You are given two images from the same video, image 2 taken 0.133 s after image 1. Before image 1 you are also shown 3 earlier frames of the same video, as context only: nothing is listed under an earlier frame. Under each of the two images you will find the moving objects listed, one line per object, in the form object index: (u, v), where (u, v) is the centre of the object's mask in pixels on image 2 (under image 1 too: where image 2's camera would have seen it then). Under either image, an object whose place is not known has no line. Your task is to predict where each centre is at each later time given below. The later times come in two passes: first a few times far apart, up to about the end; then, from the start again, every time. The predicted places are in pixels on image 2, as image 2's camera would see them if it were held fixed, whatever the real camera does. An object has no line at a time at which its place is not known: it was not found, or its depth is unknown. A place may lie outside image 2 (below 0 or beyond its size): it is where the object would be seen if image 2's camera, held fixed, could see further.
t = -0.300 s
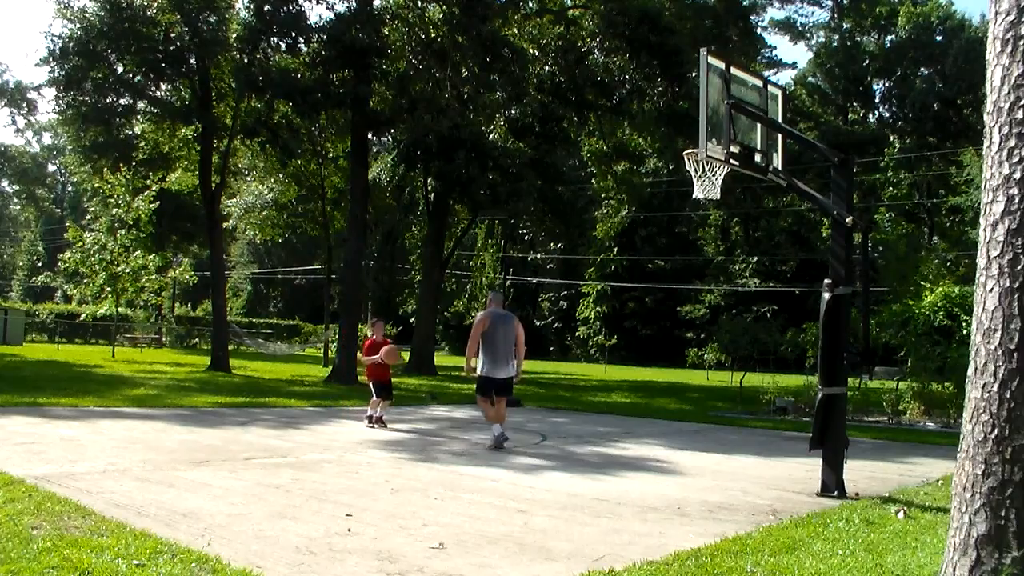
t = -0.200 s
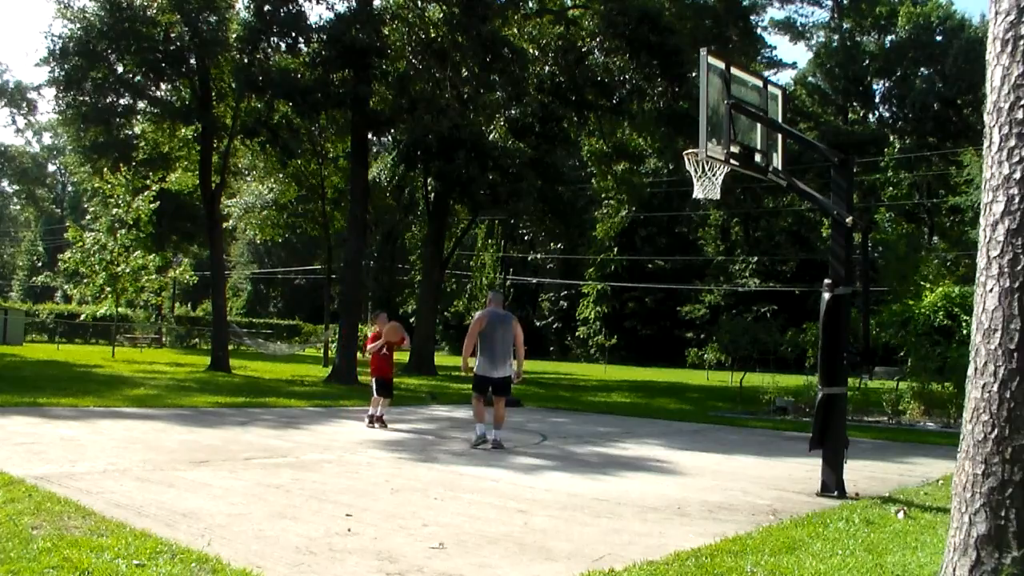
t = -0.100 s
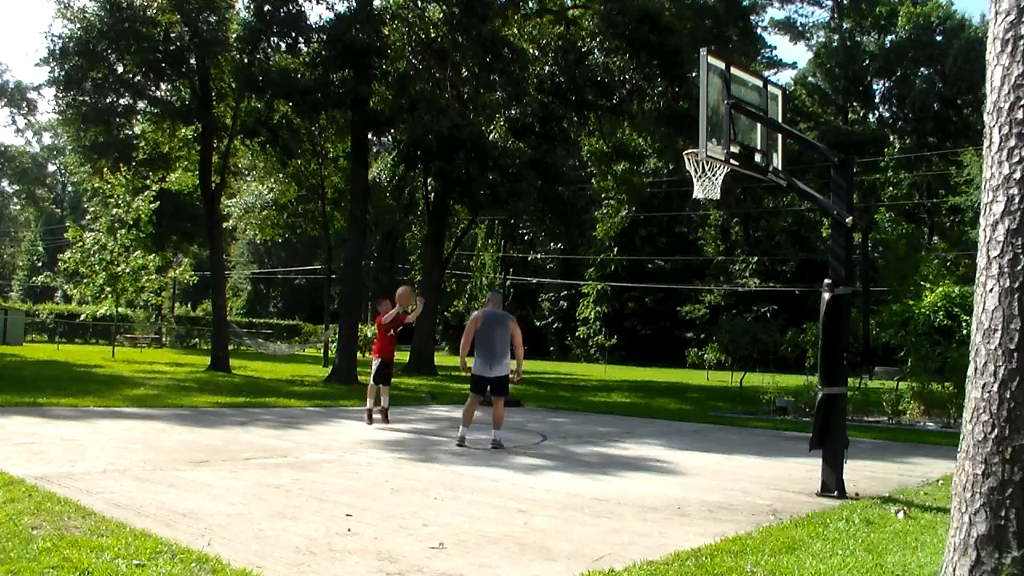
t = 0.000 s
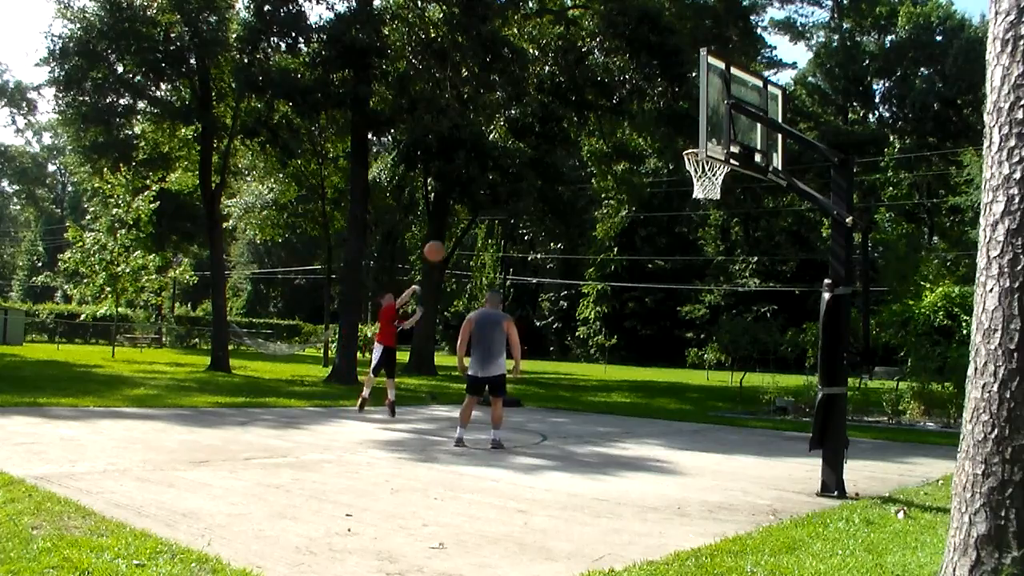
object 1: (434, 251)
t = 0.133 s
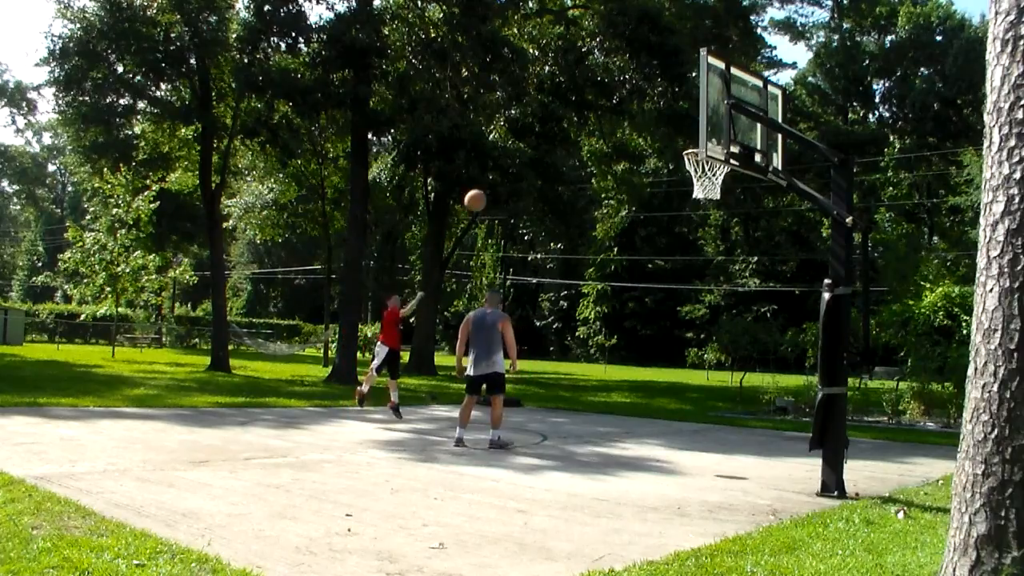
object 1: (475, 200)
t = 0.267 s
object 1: (518, 162)
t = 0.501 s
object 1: (598, 128)
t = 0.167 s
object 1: (485, 190)
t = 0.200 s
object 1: (496, 180)
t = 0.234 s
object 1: (507, 171)
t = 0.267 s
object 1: (518, 162)
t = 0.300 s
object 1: (529, 155)
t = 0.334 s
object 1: (540, 148)
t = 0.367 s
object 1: (551, 142)
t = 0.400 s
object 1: (563, 137)
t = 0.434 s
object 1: (575, 134)
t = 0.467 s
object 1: (586, 130)
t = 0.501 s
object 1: (598, 128)
